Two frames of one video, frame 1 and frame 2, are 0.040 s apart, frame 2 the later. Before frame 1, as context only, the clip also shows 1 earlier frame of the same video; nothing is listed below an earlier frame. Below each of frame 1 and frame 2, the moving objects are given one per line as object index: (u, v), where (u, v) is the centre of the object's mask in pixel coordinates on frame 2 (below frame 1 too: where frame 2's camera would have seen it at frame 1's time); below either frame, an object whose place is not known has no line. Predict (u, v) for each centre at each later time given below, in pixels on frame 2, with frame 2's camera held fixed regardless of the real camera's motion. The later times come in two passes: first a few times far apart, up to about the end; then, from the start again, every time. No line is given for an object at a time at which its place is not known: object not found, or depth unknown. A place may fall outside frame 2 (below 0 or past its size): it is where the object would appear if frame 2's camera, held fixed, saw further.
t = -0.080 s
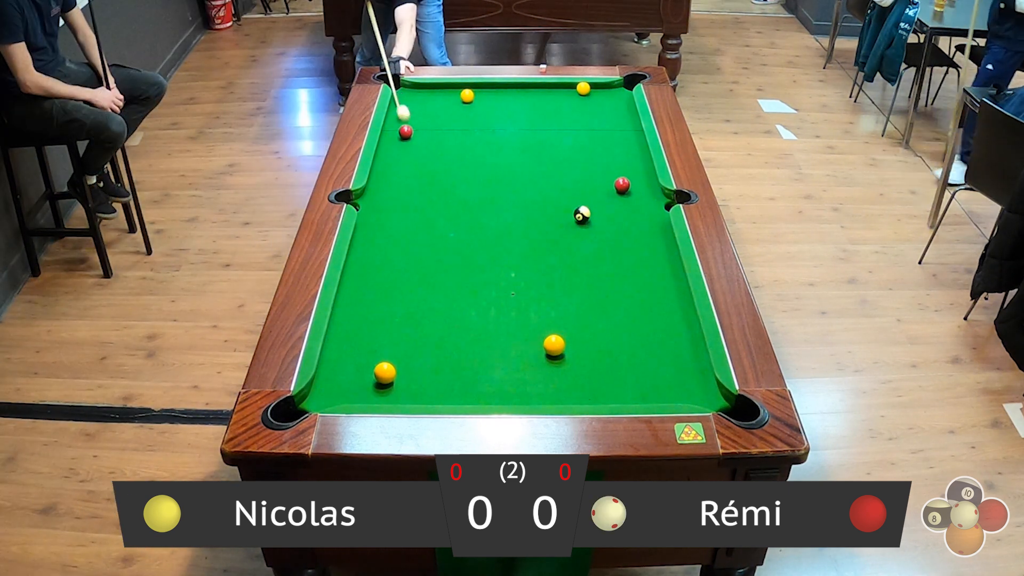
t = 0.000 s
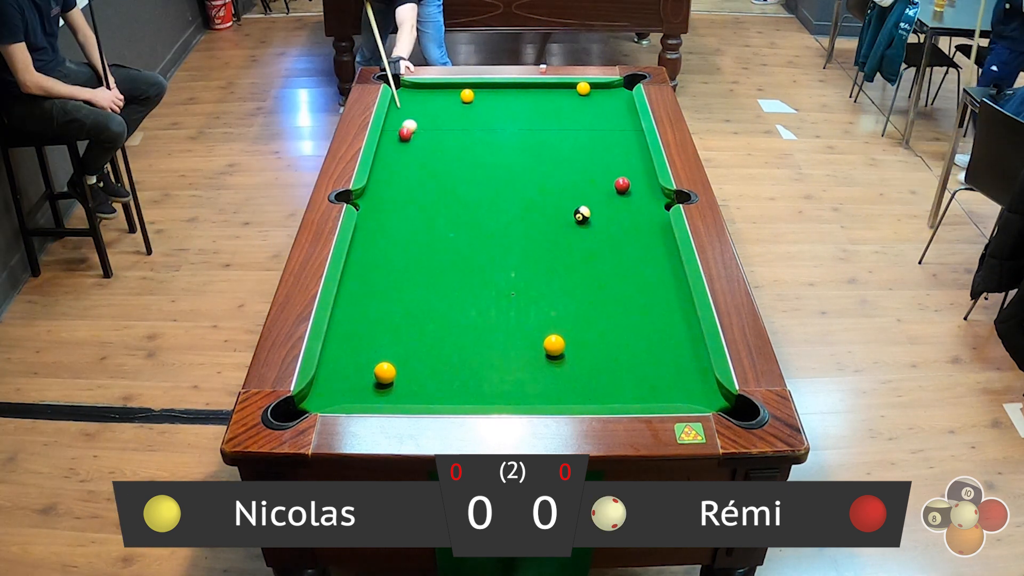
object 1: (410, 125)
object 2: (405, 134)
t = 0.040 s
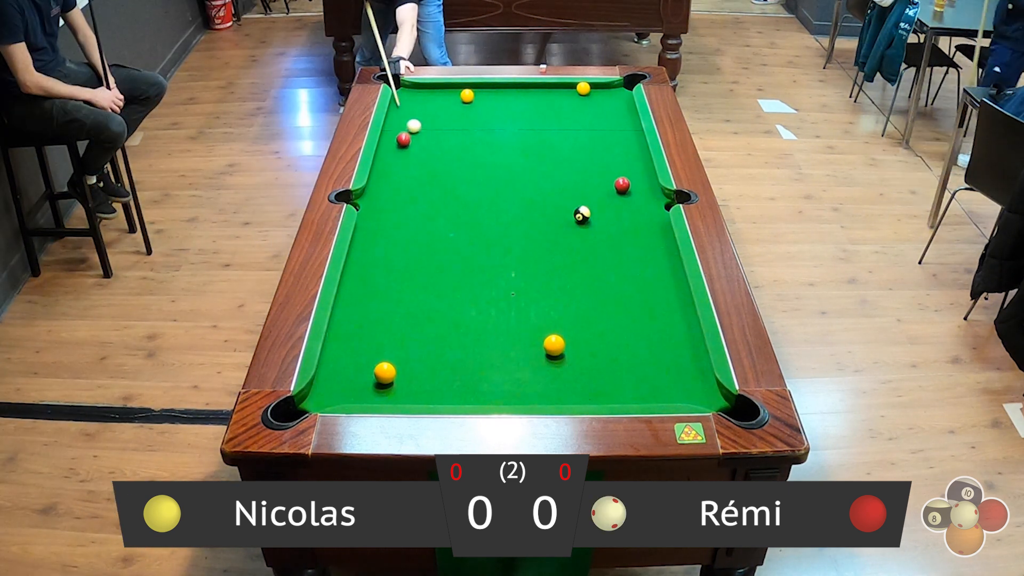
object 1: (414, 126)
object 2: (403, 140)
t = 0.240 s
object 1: (431, 127)
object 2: (396, 165)
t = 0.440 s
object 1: (448, 128)
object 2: (389, 192)
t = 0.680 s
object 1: (466, 128)
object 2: (380, 226)
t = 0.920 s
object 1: (481, 129)
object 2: (370, 264)
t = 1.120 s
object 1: (493, 130)
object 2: (361, 297)
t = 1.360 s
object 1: (505, 131)
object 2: (350, 341)
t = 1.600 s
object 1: (516, 131)
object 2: (338, 389)
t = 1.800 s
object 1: (523, 132)
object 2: (319, 389)
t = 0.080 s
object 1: (417, 126)
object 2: (402, 145)
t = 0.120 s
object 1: (421, 126)
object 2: (400, 150)
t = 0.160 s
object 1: (424, 126)
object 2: (399, 155)
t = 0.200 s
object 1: (428, 127)
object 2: (397, 160)
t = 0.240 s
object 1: (431, 127)
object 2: (396, 165)
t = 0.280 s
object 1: (435, 127)
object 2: (395, 171)
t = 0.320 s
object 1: (438, 127)
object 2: (393, 176)
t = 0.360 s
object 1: (441, 127)
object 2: (392, 181)
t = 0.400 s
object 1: (444, 127)
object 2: (391, 186)
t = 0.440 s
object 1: (448, 128)
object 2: (389, 192)
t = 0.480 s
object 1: (451, 128)
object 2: (388, 197)
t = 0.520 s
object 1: (454, 128)
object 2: (386, 203)
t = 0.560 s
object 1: (457, 128)
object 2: (385, 208)
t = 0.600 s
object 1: (460, 128)
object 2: (383, 214)
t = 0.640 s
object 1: (463, 128)
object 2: (382, 220)
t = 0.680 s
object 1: (466, 128)
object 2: (380, 226)
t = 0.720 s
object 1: (468, 128)
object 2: (378, 232)
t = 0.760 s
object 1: (471, 129)
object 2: (377, 238)
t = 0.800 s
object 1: (474, 129)
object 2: (375, 244)
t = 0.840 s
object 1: (476, 129)
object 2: (373, 250)
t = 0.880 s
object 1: (479, 129)
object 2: (372, 257)
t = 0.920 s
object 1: (481, 129)
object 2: (370, 264)
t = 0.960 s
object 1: (484, 129)
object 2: (368, 270)
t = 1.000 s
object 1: (486, 129)
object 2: (367, 277)
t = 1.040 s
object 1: (489, 129)
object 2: (365, 283)
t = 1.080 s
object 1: (491, 130)
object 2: (363, 290)
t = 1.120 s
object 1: (493, 130)
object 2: (361, 297)
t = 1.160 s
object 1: (495, 130)
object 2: (359, 305)
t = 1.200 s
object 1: (497, 130)
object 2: (358, 312)
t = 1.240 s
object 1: (499, 130)
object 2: (356, 319)
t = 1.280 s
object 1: (502, 130)
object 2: (354, 326)
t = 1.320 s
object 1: (503, 130)
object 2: (352, 334)
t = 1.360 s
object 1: (505, 131)
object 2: (350, 341)
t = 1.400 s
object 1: (507, 131)
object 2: (348, 349)
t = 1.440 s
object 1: (509, 131)
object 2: (346, 357)
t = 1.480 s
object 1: (511, 131)
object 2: (344, 364)
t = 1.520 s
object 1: (513, 131)
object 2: (342, 372)
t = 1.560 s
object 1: (514, 131)
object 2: (340, 381)
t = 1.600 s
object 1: (516, 131)
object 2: (338, 389)
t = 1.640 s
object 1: (517, 131)
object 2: (336, 395)
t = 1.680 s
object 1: (519, 131)
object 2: (333, 398)
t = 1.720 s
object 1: (520, 132)
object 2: (328, 396)
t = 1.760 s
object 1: (521, 132)
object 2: (324, 392)
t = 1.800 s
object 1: (523, 132)
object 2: (319, 389)
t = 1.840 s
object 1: (524, 132)
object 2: (322, 387)
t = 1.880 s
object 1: (525, 132)
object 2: (327, 385)
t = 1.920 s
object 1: (526, 132)
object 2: (331, 384)
